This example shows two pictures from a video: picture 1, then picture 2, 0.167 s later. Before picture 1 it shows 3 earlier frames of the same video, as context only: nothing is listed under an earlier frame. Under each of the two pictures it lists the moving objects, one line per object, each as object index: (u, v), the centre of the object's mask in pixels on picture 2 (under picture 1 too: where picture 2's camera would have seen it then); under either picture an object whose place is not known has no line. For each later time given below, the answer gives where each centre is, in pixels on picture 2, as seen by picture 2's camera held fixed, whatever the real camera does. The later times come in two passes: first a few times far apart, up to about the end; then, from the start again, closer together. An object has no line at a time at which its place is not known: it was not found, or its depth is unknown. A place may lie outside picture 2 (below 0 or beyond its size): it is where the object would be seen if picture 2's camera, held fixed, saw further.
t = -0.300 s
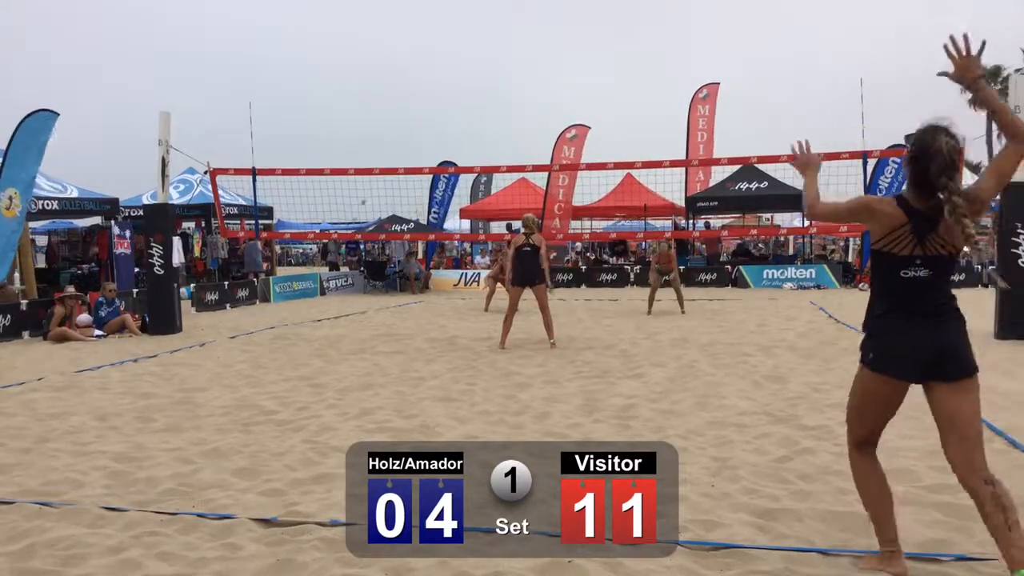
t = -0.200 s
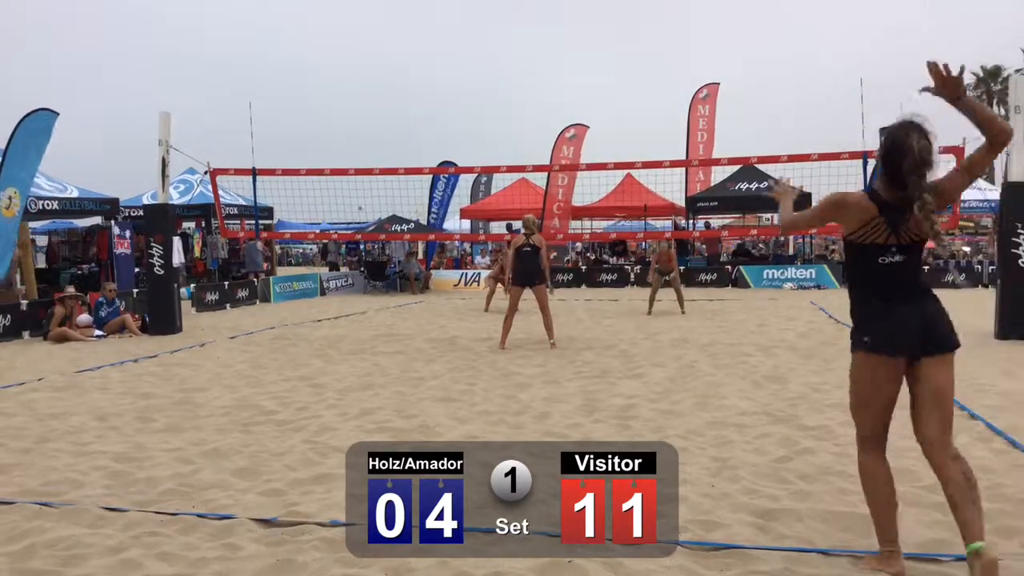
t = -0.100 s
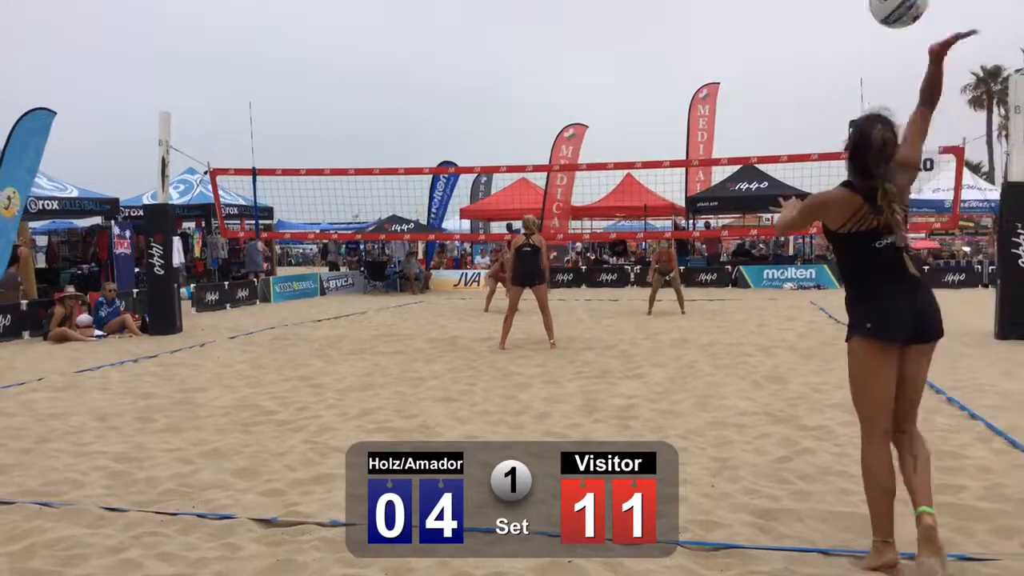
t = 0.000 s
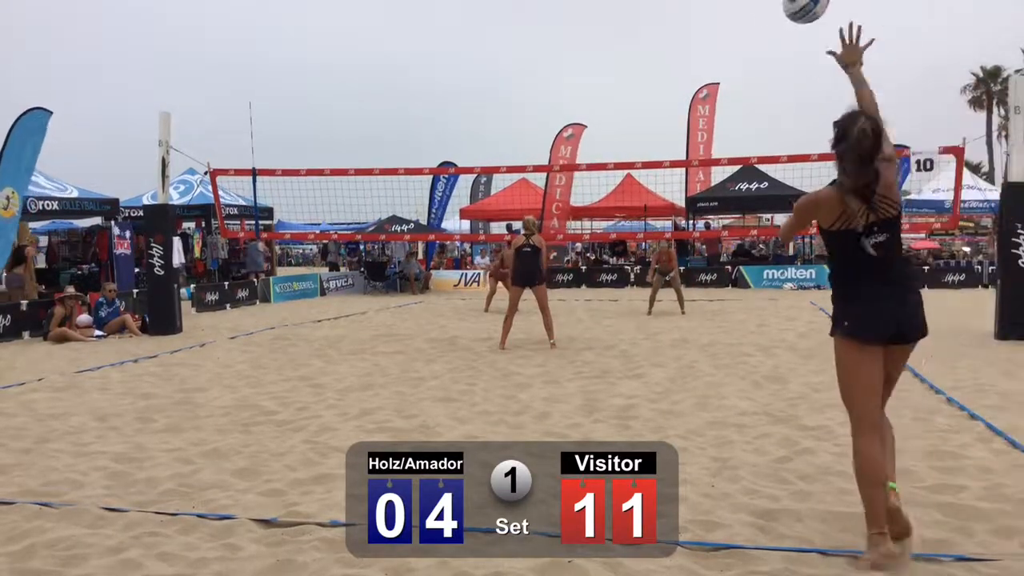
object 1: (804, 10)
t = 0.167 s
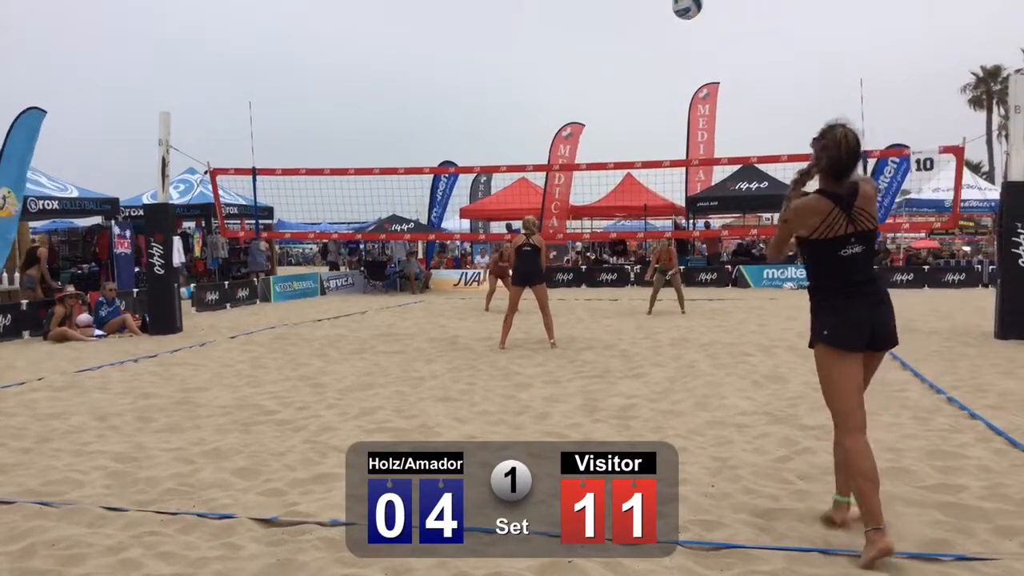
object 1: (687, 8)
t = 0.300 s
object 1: (636, 22)
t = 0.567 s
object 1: (573, 79)
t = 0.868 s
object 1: (537, 156)
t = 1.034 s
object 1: (525, 203)
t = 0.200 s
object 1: (672, 10)
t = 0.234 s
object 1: (659, 12)
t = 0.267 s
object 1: (647, 16)
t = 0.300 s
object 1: (636, 22)
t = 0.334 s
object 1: (626, 27)
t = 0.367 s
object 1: (617, 34)
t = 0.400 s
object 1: (608, 40)
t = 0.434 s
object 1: (600, 48)
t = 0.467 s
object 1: (593, 55)
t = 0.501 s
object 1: (585, 63)
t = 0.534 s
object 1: (579, 70)
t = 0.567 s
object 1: (573, 79)
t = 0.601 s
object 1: (567, 86)
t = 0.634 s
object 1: (562, 94)
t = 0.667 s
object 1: (558, 102)
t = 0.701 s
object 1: (553, 111)
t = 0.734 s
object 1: (550, 120)
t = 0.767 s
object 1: (546, 128)
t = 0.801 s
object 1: (542, 137)
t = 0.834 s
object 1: (539, 147)
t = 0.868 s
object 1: (537, 156)
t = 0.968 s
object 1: (529, 184)
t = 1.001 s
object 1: (526, 193)
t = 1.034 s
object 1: (525, 203)
